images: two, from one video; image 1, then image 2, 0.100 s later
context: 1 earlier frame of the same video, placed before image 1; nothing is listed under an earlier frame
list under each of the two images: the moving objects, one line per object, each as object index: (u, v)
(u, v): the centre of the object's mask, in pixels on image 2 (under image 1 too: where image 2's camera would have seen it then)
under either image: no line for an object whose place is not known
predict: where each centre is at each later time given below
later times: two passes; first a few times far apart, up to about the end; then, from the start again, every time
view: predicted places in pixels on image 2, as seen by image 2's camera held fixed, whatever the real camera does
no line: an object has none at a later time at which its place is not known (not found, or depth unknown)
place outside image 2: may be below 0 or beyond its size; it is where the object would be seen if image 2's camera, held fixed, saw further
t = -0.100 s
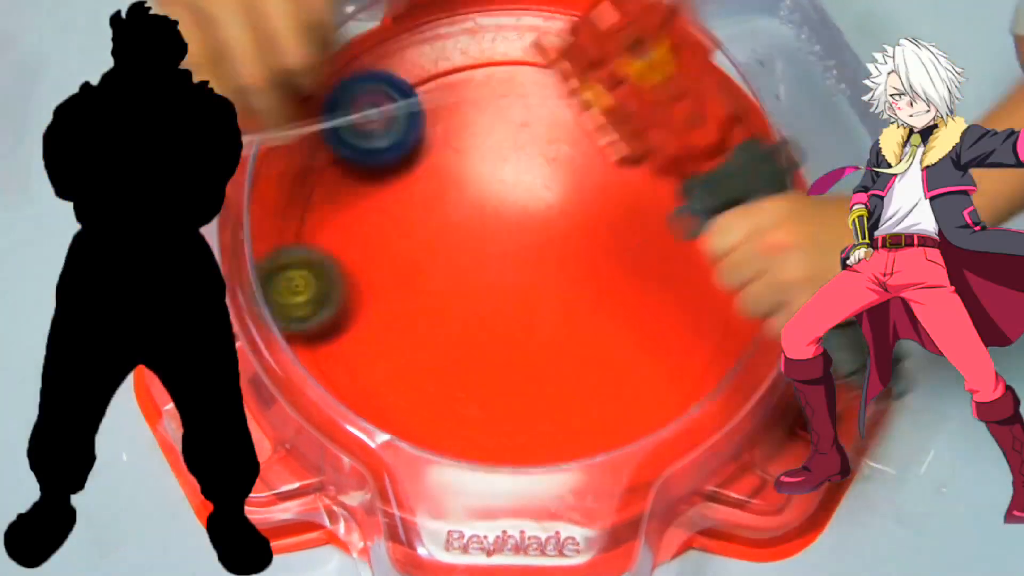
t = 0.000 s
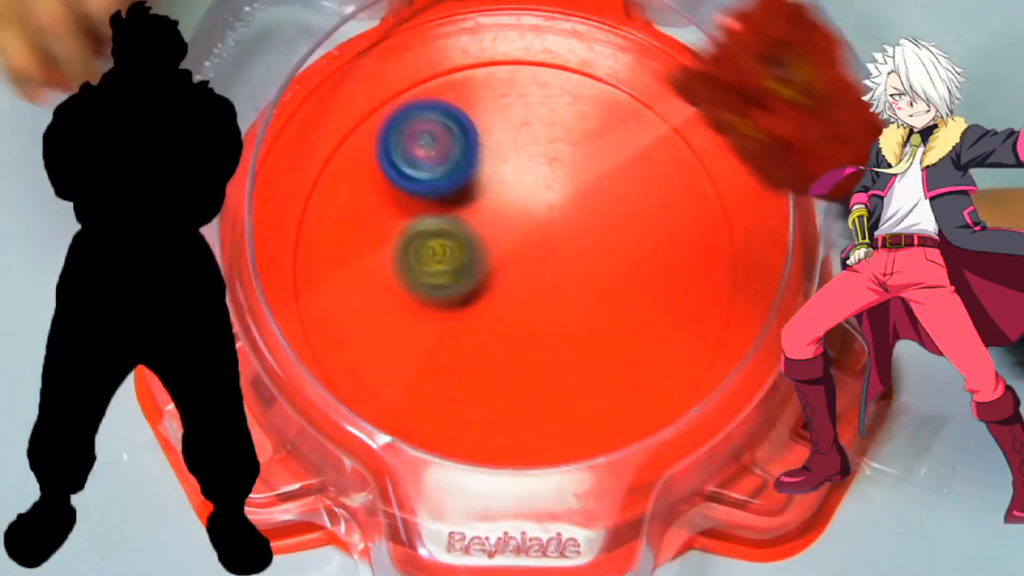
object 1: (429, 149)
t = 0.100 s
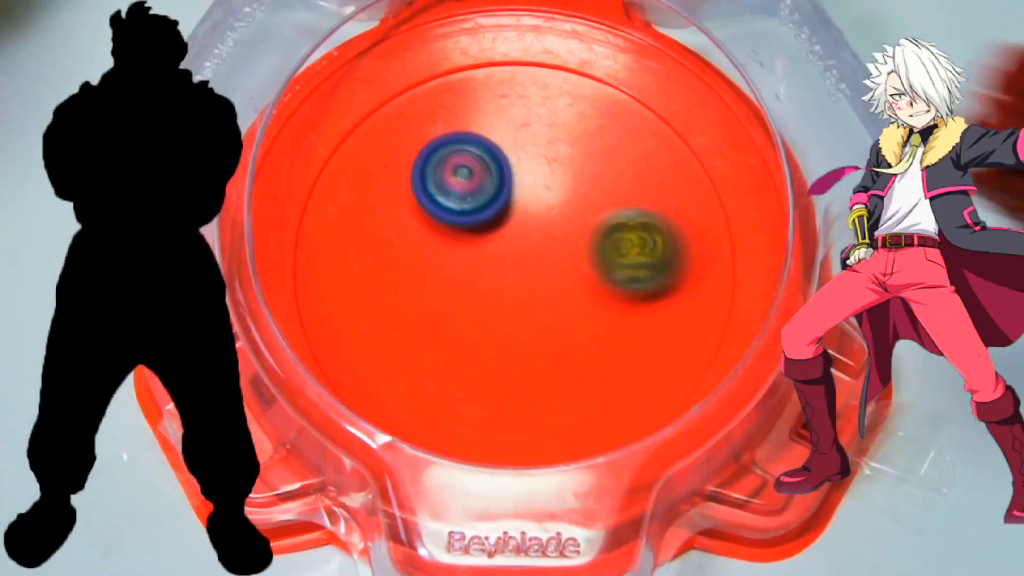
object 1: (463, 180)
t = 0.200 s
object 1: (481, 201)
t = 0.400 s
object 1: (460, 212)
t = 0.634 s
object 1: (367, 131)
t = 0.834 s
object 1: (422, 236)
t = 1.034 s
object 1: (344, 51)
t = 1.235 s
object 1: (380, 97)
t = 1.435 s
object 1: (353, 80)
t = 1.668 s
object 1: (446, 136)
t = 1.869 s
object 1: (552, 204)
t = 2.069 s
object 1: (637, 209)
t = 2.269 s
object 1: (678, 192)
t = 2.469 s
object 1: (686, 208)
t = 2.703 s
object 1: (687, 247)
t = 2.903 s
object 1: (637, 289)
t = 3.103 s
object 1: (569, 334)
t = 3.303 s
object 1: (522, 366)
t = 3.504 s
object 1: (493, 380)
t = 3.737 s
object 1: (464, 361)
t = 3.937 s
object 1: (431, 326)
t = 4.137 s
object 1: (394, 298)
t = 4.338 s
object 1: (390, 265)
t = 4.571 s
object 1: (385, 215)
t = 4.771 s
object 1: (414, 186)
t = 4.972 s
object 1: (470, 172)
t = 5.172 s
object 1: (525, 151)
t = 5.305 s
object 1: (553, 142)
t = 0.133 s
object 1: (471, 187)
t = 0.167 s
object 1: (477, 193)
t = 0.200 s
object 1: (481, 201)
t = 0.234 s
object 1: (483, 210)
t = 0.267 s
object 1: (483, 218)
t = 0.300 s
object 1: (481, 225)
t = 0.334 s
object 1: (480, 232)
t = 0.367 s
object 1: (480, 236)
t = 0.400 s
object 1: (460, 212)
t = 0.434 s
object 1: (437, 182)
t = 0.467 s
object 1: (417, 156)
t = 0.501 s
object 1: (399, 136)
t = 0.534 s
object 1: (385, 124)
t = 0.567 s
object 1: (371, 118)
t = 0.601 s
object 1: (366, 121)
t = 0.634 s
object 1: (367, 131)
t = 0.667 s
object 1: (371, 147)
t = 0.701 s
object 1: (377, 164)
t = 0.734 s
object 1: (385, 182)
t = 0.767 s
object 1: (395, 201)
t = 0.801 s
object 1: (408, 219)
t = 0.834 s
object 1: (422, 236)
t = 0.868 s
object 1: (403, 202)
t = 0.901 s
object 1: (379, 156)
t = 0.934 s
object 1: (359, 116)
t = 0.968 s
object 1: (351, 88)
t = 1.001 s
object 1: (343, 65)
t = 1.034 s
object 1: (344, 51)
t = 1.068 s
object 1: (347, 54)
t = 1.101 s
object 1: (350, 62)
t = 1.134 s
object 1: (357, 71)
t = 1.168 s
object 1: (364, 81)
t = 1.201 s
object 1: (374, 90)
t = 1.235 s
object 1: (380, 97)
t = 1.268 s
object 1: (363, 81)
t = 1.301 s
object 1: (350, 65)
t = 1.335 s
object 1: (345, 60)
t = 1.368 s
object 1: (344, 64)
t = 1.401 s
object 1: (347, 71)
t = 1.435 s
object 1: (353, 80)
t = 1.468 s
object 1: (361, 85)
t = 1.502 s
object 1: (371, 91)
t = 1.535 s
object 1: (384, 97)
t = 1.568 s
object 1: (397, 105)
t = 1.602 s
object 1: (412, 114)
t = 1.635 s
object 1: (429, 124)
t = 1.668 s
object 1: (446, 136)
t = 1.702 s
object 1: (463, 148)
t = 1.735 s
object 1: (481, 159)
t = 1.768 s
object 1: (499, 172)
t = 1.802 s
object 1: (518, 184)
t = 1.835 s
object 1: (535, 195)
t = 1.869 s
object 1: (552, 204)
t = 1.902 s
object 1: (568, 212)
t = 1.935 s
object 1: (584, 215)
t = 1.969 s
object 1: (599, 215)
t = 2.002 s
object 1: (613, 214)
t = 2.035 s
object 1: (625, 212)
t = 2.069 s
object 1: (637, 209)
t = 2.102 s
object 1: (647, 204)
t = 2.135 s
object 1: (656, 201)
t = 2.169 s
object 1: (663, 198)
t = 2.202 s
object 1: (669, 196)
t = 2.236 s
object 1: (674, 194)
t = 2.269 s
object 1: (678, 192)
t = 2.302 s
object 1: (680, 192)
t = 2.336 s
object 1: (681, 193)
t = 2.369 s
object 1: (680, 195)
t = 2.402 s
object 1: (677, 198)
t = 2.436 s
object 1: (680, 202)
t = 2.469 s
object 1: (686, 208)
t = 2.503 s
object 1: (691, 213)
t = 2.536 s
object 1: (694, 218)
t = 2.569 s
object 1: (696, 224)
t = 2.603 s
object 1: (696, 229)
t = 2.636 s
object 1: (694, 235)
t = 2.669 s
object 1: (691, 241)
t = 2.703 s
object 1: (687, 247)
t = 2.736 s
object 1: (681, 253)
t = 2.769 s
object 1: (675, 259)
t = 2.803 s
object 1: (667, 266)
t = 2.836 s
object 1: (658, 274)
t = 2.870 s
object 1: (648, 281)
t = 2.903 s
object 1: (637, 289)
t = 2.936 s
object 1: (626, 297)
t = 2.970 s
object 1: (615, 306)
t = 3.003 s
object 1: (602, 314)
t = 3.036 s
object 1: (591, 321)
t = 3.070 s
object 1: (580, 328)
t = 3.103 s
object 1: (569, 334)
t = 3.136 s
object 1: (559, 341)
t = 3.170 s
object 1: (549, 347)
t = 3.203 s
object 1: (541, 353)
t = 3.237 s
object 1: (534, 358)
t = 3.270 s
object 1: (528, 363)
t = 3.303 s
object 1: (522, 366)
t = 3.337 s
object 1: (517, 370)
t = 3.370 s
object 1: (512, 373)
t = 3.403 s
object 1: (506, 376)
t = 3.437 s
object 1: (502, 378)
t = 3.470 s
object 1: (497, 379)
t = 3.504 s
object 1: (493, 380)
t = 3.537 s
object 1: (489, 380)
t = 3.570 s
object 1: (486, 379)
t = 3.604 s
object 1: (482, 377)
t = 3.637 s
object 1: (478, 374)
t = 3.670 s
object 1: (474, 370)
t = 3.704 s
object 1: (469, 366)
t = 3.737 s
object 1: (464, 361)
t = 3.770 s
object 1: (459, 354)
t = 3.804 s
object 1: (456, 348)
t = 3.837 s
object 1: (452, 340)
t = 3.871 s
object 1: (448, 332)
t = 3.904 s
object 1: (439, 329)
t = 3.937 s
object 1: (431, 326)
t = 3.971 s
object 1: (423, 321)
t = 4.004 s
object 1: (415, 317)
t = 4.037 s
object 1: (409, 312)
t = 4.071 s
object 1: (403, 308)
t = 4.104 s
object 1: (398, 303)
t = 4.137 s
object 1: (394, 298)
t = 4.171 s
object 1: (390, 293)
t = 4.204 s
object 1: (388, 288)
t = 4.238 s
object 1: (387, 282)
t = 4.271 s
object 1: (387, 276)
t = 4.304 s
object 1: (388, 271)
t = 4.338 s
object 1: (390, 265)
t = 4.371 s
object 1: (392, 259)
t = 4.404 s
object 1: (396, 254)
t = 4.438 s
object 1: (399, 248)
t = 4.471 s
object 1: (394, 239)
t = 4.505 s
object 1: (387, 229)
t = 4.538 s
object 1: (385, 221)
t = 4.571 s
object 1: (385, 215)
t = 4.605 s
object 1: (386, 208)
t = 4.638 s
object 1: (390, 203)
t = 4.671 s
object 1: (394, 198)
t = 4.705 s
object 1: (400, 193)
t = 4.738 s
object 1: (406, 190)
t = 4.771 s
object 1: (414, 186)
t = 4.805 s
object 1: (423, 183)
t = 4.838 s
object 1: (432, 180)
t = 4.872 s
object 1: (441, 178)
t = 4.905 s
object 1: (450, 176)
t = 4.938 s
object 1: (460, 174)
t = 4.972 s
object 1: (470, 172)
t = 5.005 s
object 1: (480, 170)
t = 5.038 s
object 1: (489, 168)
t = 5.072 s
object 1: (499, 165)
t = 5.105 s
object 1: (508, 162)
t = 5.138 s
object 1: (516, 156)
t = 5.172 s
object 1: (525, 151)
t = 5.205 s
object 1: (532, 147)
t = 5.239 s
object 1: (540, 144)
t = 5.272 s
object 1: (546, 143)
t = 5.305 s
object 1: (553, 142)
